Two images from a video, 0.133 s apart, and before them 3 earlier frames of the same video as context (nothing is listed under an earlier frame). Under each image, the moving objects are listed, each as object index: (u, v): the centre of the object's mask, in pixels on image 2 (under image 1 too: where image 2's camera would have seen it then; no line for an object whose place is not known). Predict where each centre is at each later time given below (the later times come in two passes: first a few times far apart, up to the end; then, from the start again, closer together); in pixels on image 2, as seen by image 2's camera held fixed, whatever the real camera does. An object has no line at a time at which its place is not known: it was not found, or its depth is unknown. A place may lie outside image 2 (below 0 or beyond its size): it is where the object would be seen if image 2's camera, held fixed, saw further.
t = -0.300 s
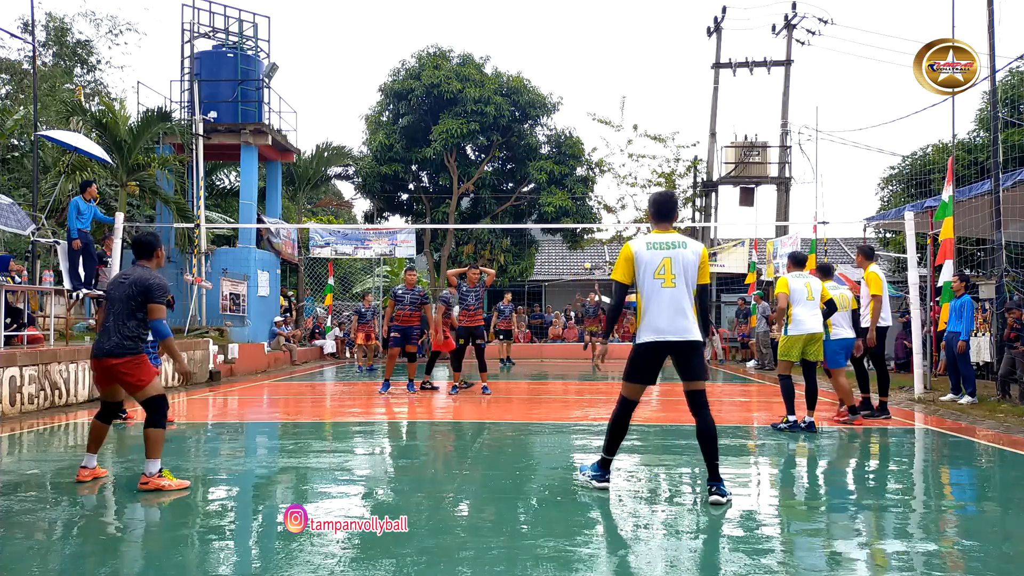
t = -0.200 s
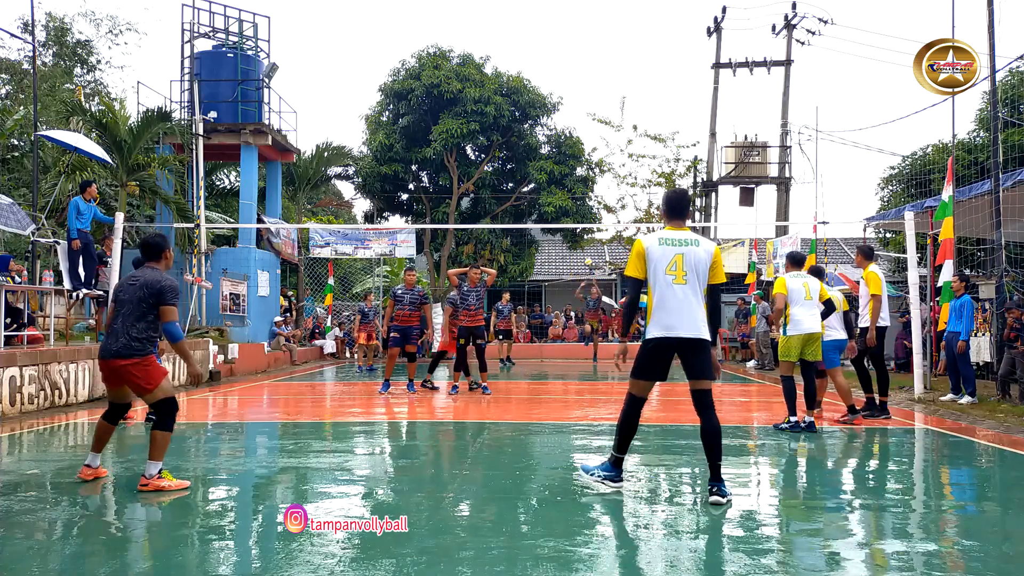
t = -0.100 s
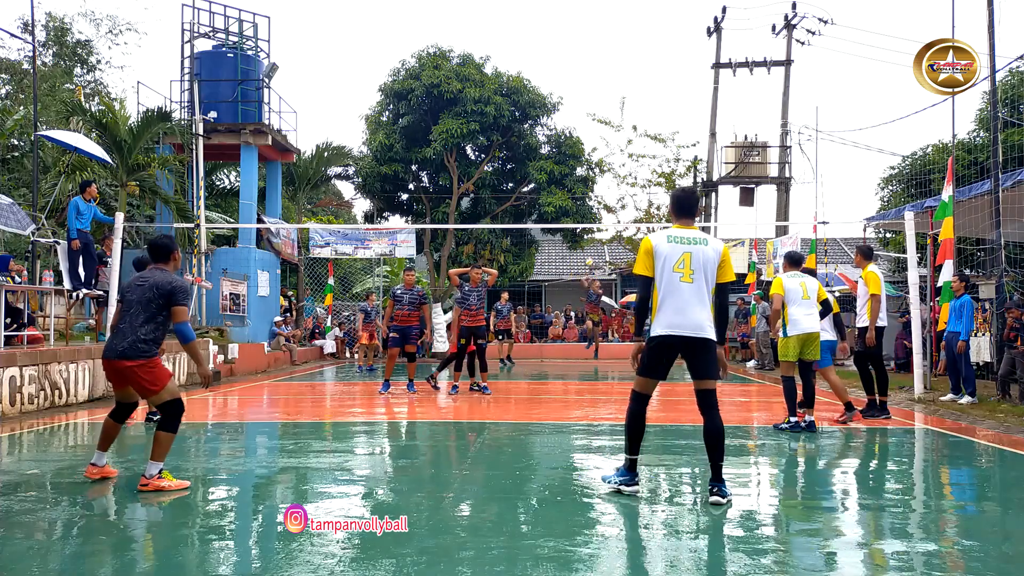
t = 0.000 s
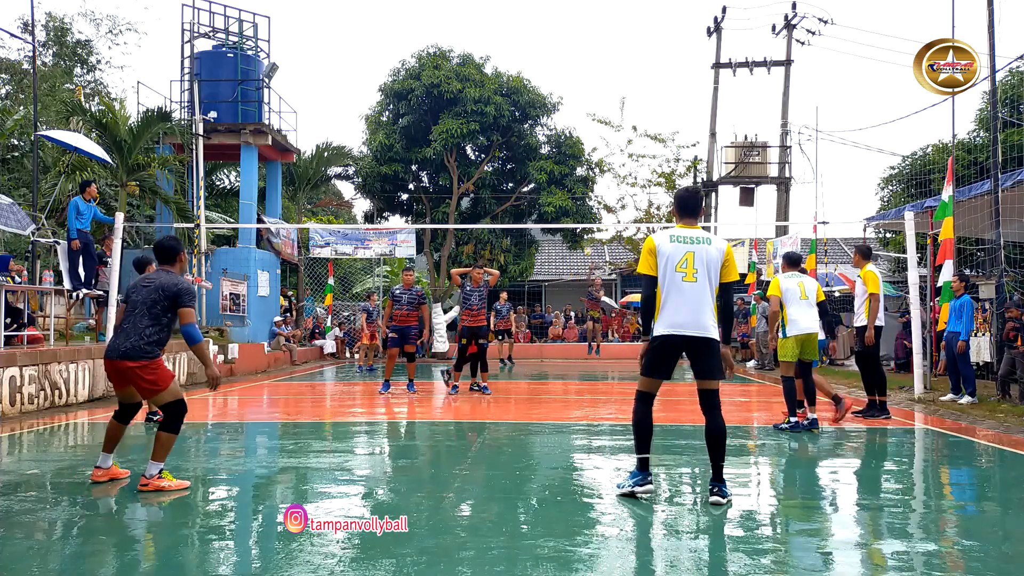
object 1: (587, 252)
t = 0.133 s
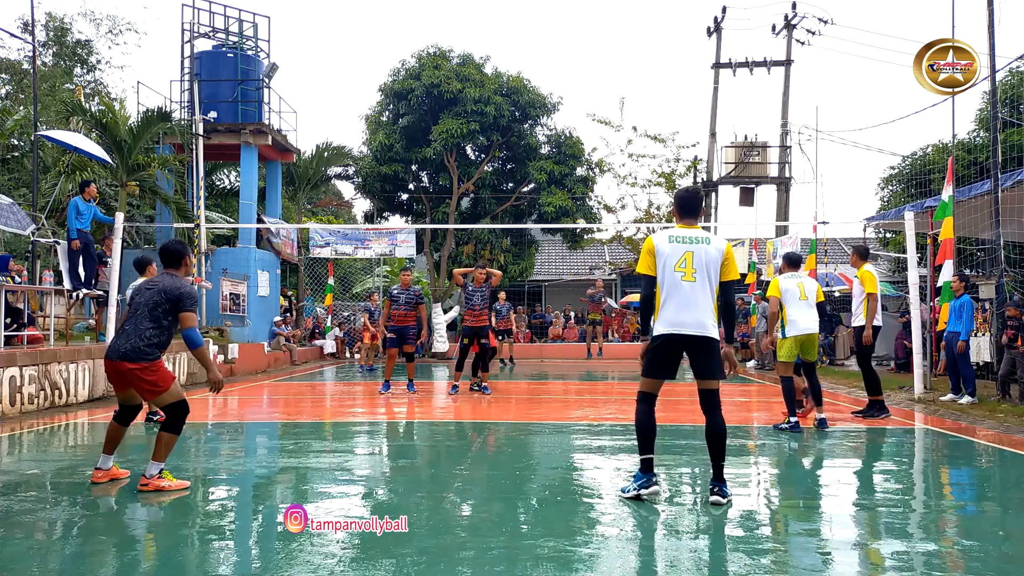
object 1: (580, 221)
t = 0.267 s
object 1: (570, 199)
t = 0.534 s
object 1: (540, 161)
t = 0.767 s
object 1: (497, 144)
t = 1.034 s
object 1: (409, 170)
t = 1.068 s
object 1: (391, 182)
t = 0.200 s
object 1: (575, 210)
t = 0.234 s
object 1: (573, 204)
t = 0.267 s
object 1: (570, 199)
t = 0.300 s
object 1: (567, 193)
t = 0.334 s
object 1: (564, 188)
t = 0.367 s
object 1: (560, 183)
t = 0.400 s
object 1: (556, 178)
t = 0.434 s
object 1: (553, 174)
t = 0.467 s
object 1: (549, 170)
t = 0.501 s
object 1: (544, 165)
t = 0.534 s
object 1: (540, 161)
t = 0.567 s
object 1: (535, 158)
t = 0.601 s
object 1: (529, 155)
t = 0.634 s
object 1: (524, 151)
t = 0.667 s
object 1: (518, 149)
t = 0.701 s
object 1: (512, 147)
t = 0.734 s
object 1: (505, 145)
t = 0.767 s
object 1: (497, 144)
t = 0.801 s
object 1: (489, 143)
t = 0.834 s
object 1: (481, 144)
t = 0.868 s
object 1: (471, 145)
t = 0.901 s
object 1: (461, 147)
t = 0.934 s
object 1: (450, 151)
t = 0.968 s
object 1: (438, 156)
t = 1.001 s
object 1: (425, 162)
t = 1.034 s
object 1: (409, 170)
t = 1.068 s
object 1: (391, 182)
